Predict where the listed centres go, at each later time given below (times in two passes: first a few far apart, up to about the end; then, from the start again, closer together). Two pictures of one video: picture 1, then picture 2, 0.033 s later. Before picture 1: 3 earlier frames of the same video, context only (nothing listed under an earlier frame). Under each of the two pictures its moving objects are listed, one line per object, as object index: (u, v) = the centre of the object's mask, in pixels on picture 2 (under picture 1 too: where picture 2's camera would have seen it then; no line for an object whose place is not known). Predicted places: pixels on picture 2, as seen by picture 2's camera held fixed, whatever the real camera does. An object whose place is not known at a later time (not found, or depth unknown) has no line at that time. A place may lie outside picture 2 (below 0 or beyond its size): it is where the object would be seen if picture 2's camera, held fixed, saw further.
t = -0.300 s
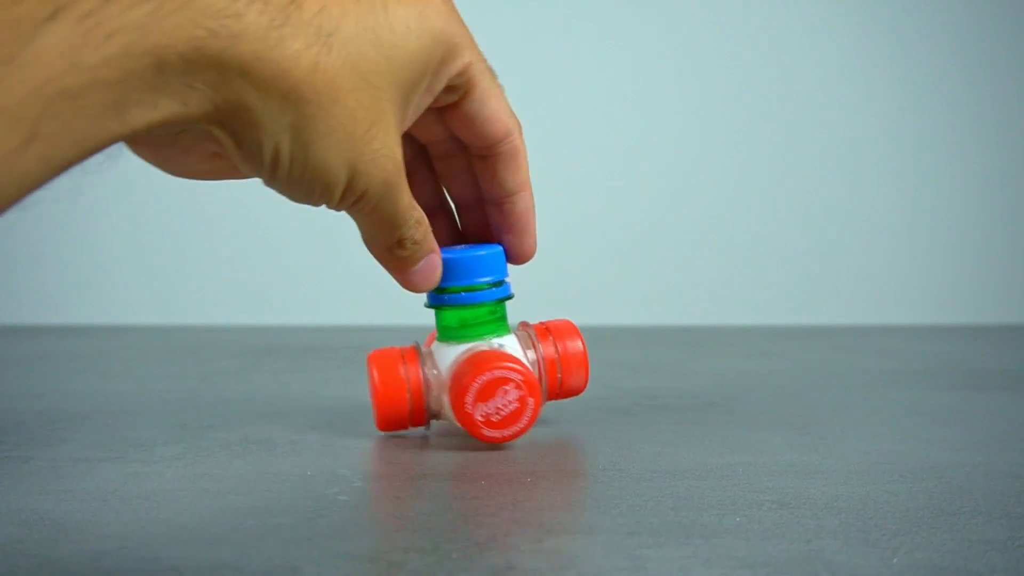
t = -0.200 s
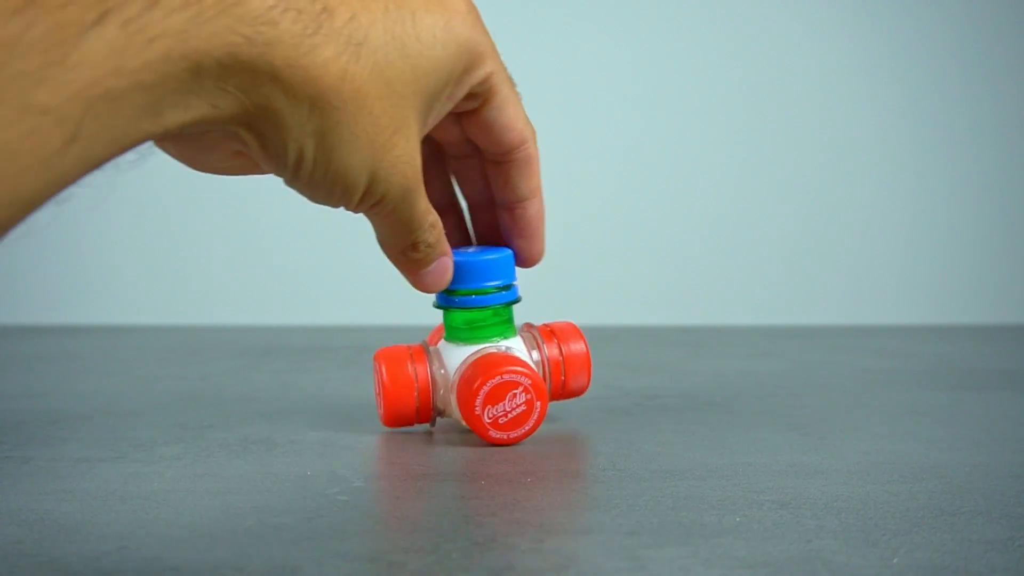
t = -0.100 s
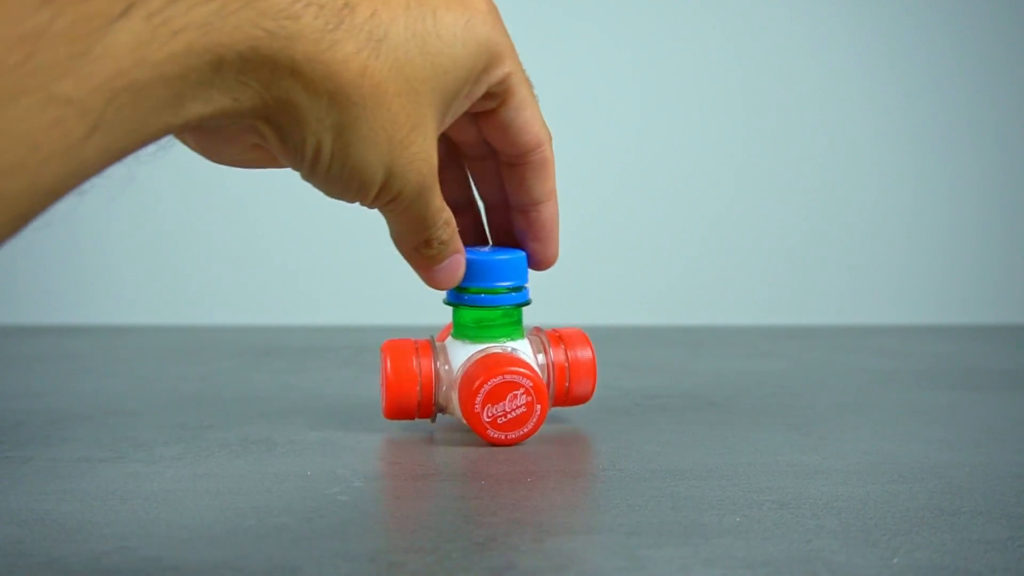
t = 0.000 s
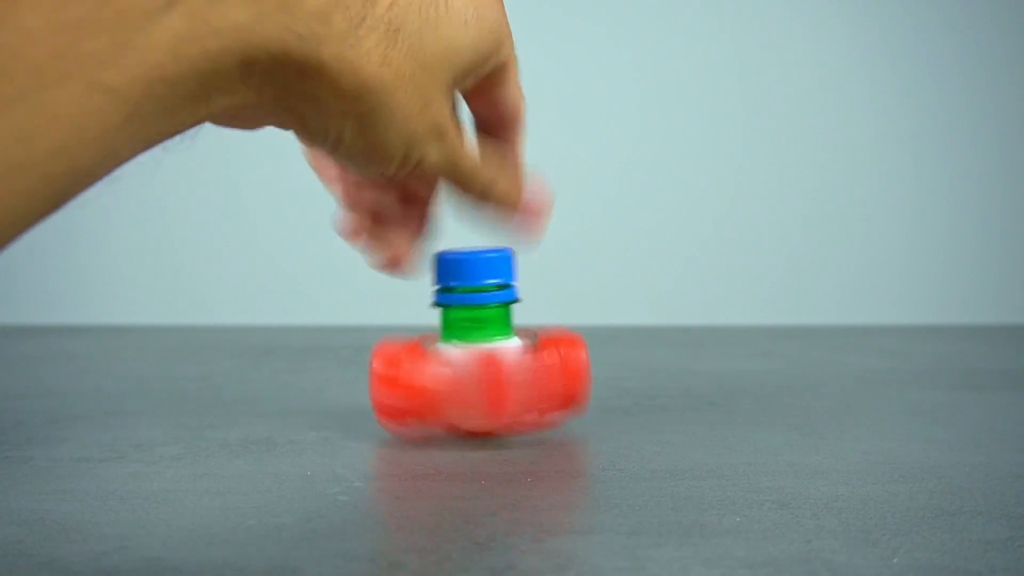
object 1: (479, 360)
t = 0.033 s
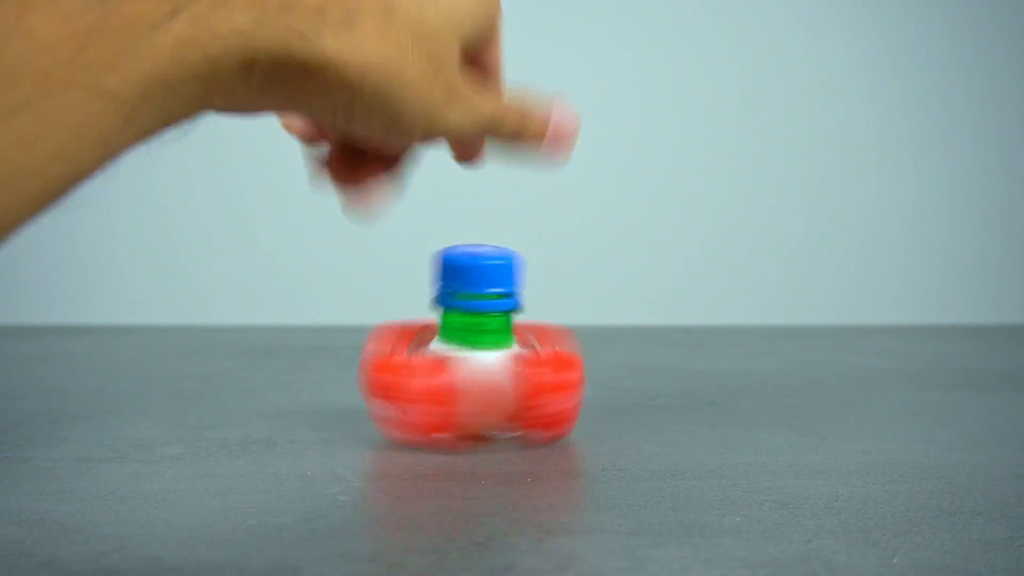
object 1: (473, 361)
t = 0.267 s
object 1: (455, 367)
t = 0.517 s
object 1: (447, 374)
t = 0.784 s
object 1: (435, 372)
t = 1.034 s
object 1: (424, 370)
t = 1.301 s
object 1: (413, 366)
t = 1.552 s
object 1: (403, 373)
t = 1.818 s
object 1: (404, 374)
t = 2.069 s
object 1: (405, 374)
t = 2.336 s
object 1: (403, 374)
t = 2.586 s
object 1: (404, 367)
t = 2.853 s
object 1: (410, 371)
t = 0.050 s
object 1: (474, 362)
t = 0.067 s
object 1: (470, 359)
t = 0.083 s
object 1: (468, 361)
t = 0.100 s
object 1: (465, 366)
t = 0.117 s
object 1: (465, 367)
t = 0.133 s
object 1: (463, 365)
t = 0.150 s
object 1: (464, 363)
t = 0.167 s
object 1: (459, 366)
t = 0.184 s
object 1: (458, 370)
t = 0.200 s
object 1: (457, 371)
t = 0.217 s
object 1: (458, 370)
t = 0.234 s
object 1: (458, 369)
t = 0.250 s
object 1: (458, 366)
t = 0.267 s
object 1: (455, 367)
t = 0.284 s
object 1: (453, 371)
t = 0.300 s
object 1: (454, 374)
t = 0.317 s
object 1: (452, 373)
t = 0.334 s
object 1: (457, 371)
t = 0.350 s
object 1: (455, 366)
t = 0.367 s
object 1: (452, 366)
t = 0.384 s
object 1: (451, 372)
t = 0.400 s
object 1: (450, 374)
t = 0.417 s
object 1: (449, 373)
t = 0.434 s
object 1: (453, 371)
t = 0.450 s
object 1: (450, 367)
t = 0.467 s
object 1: (447, 367)
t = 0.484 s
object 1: (446, 372)
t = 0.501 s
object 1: (447, 373)
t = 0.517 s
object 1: (447, 374)
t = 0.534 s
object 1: (450, 371)
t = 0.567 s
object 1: (446, 367)
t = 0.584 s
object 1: (443, 372)
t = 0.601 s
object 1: (444, 373)
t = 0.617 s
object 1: (444, 374)
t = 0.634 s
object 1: (447, 370)
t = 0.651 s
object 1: (444, 366)
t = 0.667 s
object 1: (442, 368)
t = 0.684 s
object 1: (440, 373)
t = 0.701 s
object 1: (441, 373)
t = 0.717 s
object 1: (440, 374)
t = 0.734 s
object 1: (442, 370)
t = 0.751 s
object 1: (440, 366)
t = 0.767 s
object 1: (438, 366)
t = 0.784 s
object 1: (435, 372)
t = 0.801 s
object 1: (436, 373)
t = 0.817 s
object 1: (434, 373)
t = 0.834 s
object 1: (438, 371)
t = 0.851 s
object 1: (436, 366)
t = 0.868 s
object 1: (433, 365)
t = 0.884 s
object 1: (432, 371)
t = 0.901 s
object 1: (432, 373)
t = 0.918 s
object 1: (429, 371)
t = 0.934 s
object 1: (431, 369)
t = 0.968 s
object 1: (426, 369)
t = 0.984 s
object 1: (425, 372)
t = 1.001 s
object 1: (423, 373)
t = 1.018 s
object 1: (424, 372)
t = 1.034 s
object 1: (424, 370)
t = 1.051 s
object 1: (425, 369)
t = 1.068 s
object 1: (420, 368)
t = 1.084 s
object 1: (419, 369)
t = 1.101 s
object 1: (419, 372)
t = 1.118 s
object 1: (420, 374)
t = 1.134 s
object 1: (419, 373)
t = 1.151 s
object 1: (423, 372)
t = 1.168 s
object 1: (421, 368)
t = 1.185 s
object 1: (419, 366)
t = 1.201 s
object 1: (415, 371)
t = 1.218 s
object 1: (414, 373)
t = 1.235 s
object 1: (416, 373)
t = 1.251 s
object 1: (415, 374)
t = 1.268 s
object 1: (418, 371)
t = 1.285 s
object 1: (415, 367)
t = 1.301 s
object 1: (413, 366)
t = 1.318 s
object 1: (410, 372)
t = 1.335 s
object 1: (410, 375)
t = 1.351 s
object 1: (409, 373)
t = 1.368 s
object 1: (412, 375)
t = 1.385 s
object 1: (413, 371)
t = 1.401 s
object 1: (410, 367)
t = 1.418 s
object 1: (407, 367)
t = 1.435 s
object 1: (406, 373)
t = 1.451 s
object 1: (407, 375)
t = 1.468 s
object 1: (404, 373)
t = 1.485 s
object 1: (408, 374)
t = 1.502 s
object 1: (409, 370)
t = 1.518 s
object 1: (406, 367)
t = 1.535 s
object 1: (404, 368)
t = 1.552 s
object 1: (403, 373)
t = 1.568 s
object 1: (404, 375)
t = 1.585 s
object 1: (403, 374)
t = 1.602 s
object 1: (408, 374)
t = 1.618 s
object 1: (409, 371)
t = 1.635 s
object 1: (406, 367)
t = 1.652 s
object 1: (405, 367)
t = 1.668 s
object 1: (404, 372)
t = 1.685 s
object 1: (404, 374)
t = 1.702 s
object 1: (404, 373)
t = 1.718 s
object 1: (406, 373)
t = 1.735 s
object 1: (409, 371)
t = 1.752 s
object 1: (408, 367)
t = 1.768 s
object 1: (406, 366)
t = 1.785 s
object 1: (403, 371)
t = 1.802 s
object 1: (402, 373)
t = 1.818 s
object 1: (404, 374)
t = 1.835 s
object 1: (404, 374)
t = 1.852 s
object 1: (409, 372)
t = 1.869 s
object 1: (409, 369)
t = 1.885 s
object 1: (405, 366)
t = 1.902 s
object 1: (404, 367)
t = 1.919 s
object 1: (403, 372)
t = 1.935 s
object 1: (403, 374)
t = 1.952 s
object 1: (403, 373)
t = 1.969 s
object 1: (405, 373)
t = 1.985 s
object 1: (408, 372)
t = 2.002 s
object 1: (407, 368)
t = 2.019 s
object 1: (406, 366)
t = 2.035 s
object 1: (403, 369)
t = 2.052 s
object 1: (403, 372)
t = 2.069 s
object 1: (405, 374)
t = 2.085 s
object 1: (404, 373)
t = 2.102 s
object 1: (407, 374)
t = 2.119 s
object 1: (410, 371)
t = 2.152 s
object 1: (406, 367)
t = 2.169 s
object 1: (402, 369)
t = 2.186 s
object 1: (403, 372)
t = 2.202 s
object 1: (404, 374)
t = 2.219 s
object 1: (404, 373)
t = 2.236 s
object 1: (407, 374)
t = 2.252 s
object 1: (410, 372)
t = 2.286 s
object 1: (406, 366)
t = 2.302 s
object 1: (404, 368)
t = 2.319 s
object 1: (403, 372)
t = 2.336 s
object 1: (403, 374)
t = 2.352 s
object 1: (404, 373)
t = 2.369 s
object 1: (404, 374)
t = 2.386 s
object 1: (408, 372)
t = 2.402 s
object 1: (409, 369)
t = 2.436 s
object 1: (404, 367)
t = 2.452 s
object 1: (402, 371)
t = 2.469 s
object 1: (402, 373)
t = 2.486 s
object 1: (404, 374)
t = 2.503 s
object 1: (403, 373)
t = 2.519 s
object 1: (406, 374)
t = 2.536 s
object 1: (408, 372)
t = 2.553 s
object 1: (408, 368)
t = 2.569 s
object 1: (405, 366)
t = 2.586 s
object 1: (404, 367)
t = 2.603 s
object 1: (402, 372)
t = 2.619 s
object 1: (402, 373)
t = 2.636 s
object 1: (405, 374)
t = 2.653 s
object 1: (404, 374)
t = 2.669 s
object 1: (408, 374)
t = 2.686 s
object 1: (410, 372)
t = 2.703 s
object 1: (409, 368)
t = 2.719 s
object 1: (405, 367)
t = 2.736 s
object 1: (405, 368)
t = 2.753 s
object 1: (403, 371)
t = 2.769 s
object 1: (403, 372)
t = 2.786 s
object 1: (405, 374)
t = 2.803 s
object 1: (405, 374)
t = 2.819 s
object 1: (406, 374)
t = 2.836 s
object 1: (409, 372)
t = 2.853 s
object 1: (410, 371)
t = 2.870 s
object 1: (407, 368)
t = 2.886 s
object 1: (405, 367)
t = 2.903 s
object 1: (402, 368)
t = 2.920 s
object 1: (402, 373)
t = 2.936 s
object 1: (402, 373)
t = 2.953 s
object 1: (405, 375)
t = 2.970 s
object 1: (405, 374)
